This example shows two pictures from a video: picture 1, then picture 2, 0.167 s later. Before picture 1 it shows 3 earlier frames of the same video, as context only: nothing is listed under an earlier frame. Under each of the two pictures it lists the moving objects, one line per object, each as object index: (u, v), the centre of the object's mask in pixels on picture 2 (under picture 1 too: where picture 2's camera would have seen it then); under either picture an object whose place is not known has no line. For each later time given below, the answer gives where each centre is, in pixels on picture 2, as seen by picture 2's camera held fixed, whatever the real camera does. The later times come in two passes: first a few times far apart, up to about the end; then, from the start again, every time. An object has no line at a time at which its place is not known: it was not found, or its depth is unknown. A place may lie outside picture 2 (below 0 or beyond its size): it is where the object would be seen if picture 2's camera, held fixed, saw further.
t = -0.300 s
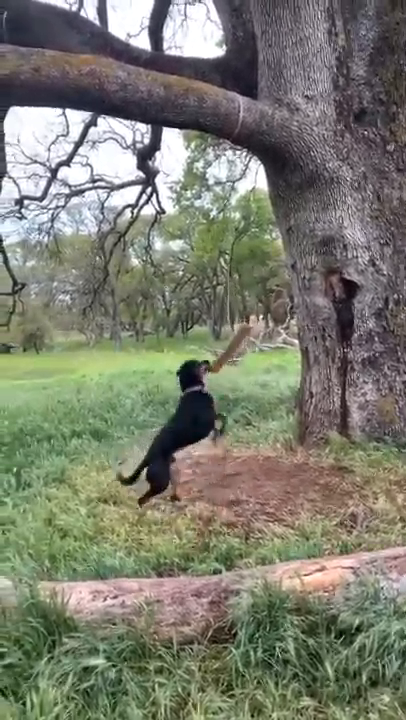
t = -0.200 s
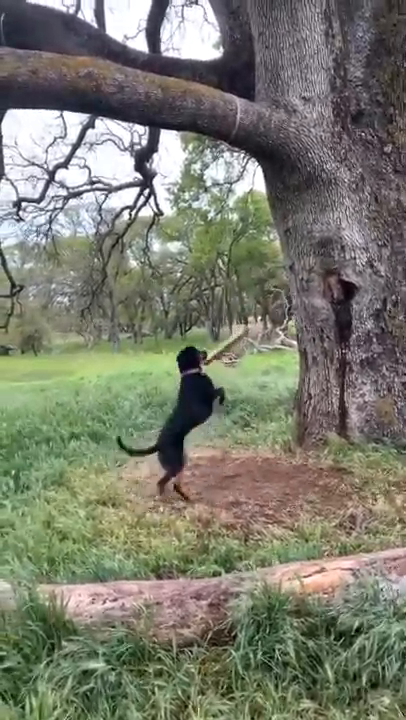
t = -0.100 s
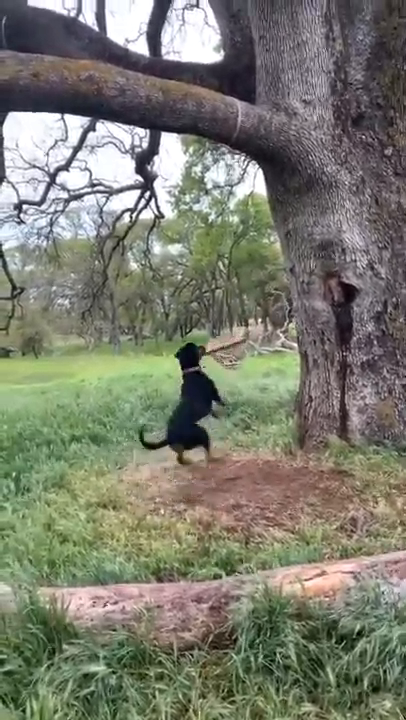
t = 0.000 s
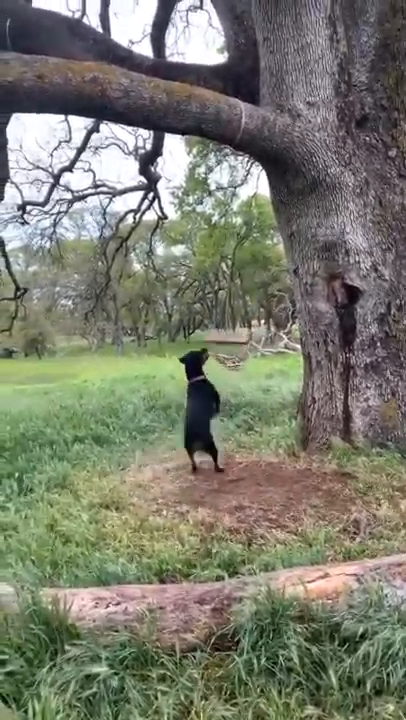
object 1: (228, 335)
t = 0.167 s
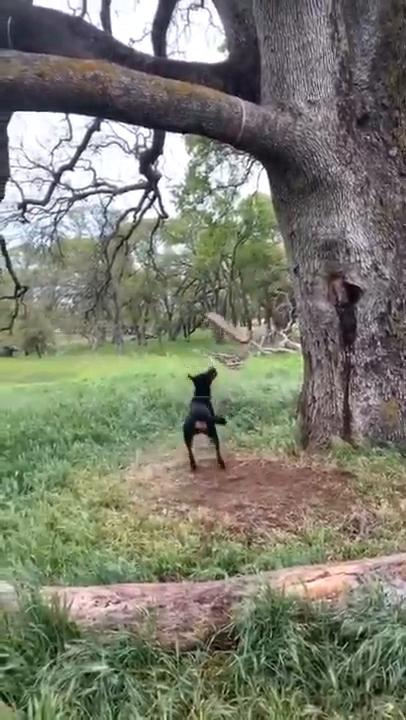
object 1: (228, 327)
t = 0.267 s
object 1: (229, 326)
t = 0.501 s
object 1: (235, 331)
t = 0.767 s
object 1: (245, 349)
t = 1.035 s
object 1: (258, 352)
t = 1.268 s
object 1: (261, 338)
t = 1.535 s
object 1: (256, 324)
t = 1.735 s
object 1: (246, 330)
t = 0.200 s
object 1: (227, 326)
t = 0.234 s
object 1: (228, 327)
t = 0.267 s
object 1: (229, 326)
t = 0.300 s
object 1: (229, 326)
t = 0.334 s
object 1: (230, 326)
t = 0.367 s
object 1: (230, 325)
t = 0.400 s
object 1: (230, 325)
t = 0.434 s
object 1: (232, 327)
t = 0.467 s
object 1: (234, 329)
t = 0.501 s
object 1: (235, 331)
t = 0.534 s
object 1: (235, 334)
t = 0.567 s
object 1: (236, 338)
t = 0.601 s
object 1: (238, 340)
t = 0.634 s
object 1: (240, 341)
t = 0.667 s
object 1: (241, 342)
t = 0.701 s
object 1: (243, 344)
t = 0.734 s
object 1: (245, 347)
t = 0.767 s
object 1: (245, 349)
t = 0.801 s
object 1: (247, 351)
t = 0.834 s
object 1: (250, 351)
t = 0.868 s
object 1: (251, 354)
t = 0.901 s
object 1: (249, 356)
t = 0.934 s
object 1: (247, 358)
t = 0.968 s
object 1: (255, 354)
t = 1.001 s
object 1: (257, 353)
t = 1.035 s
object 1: (258, 352)
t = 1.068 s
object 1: (259, 351)
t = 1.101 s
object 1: (261, 350)
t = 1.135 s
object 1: (262, 348)
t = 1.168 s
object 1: (262, 346)
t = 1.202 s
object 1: (262, 344)
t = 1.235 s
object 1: (261, 341)
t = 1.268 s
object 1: (261, 338)
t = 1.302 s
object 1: (261, 336)
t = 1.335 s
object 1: (260, 333)
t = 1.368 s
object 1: (259, 330)
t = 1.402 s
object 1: (259, 328)
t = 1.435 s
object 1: (257, 326)
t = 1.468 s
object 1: (257, 325)
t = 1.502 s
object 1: (256, 325)
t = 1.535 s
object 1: (256, 324)
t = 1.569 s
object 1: (254, 324)
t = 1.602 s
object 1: (253, 324)
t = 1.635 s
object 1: (251, 323)
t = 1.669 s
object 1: (250, 325)
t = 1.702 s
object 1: (248, 327)
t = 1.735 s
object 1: (246, 330)
